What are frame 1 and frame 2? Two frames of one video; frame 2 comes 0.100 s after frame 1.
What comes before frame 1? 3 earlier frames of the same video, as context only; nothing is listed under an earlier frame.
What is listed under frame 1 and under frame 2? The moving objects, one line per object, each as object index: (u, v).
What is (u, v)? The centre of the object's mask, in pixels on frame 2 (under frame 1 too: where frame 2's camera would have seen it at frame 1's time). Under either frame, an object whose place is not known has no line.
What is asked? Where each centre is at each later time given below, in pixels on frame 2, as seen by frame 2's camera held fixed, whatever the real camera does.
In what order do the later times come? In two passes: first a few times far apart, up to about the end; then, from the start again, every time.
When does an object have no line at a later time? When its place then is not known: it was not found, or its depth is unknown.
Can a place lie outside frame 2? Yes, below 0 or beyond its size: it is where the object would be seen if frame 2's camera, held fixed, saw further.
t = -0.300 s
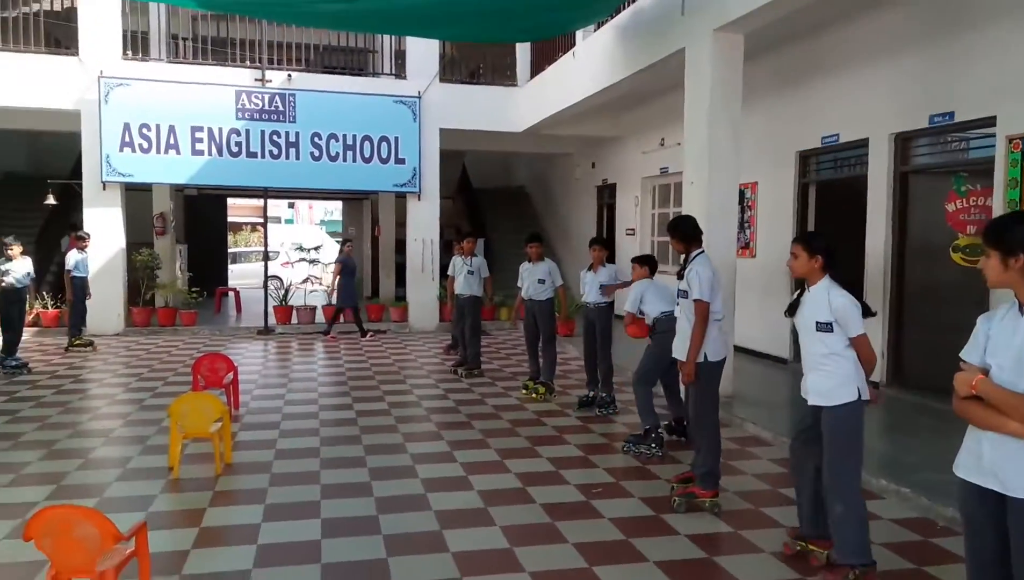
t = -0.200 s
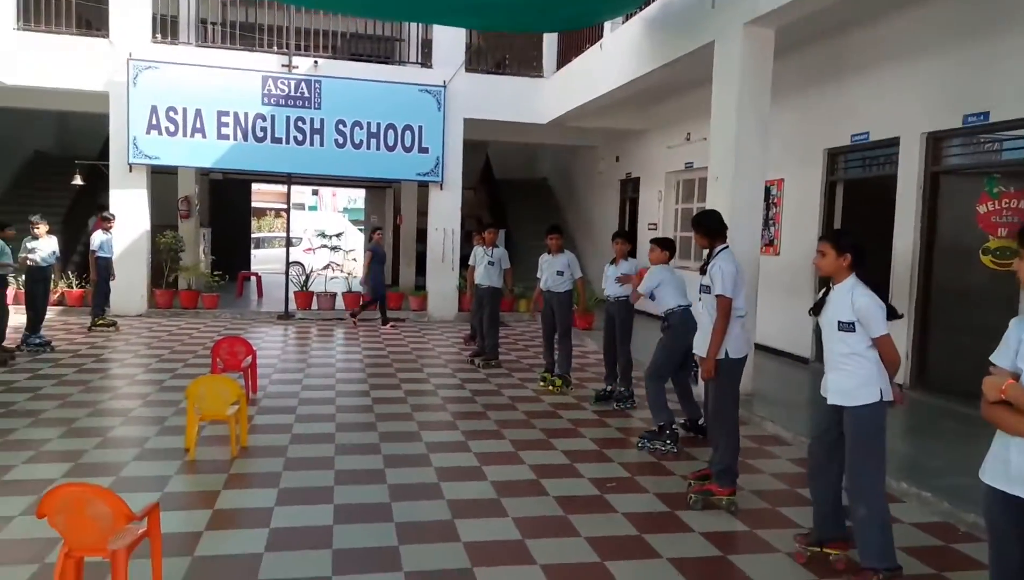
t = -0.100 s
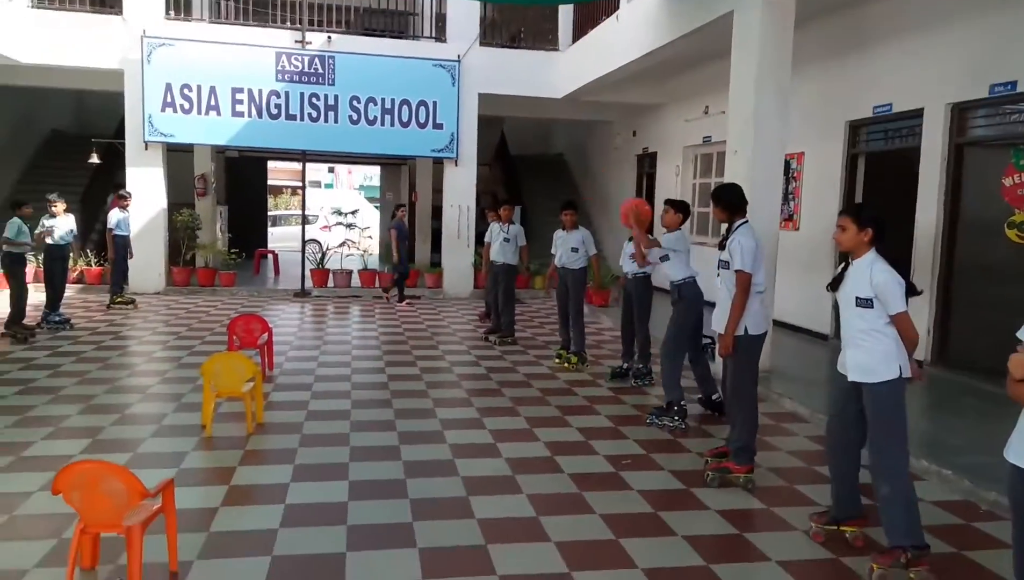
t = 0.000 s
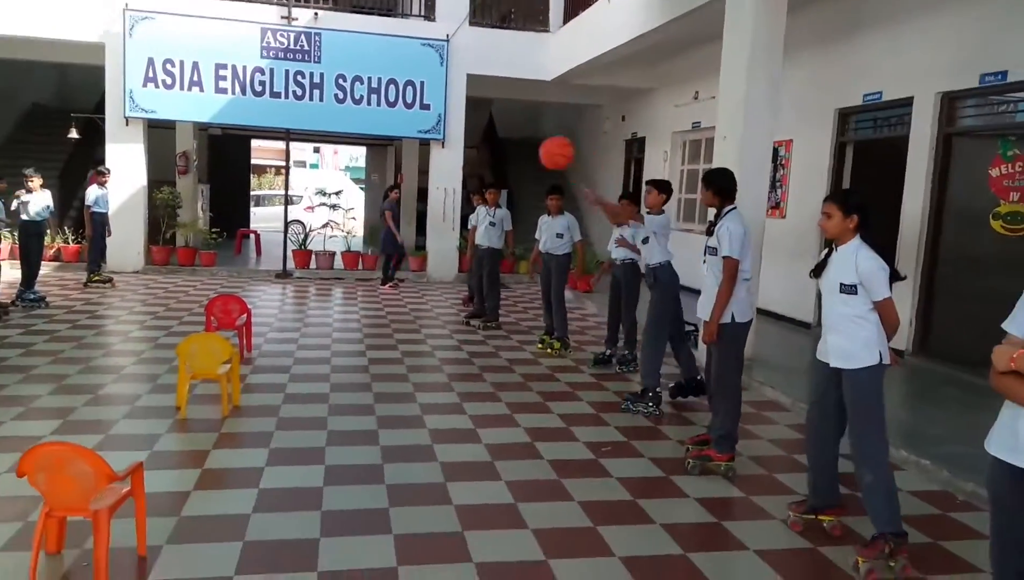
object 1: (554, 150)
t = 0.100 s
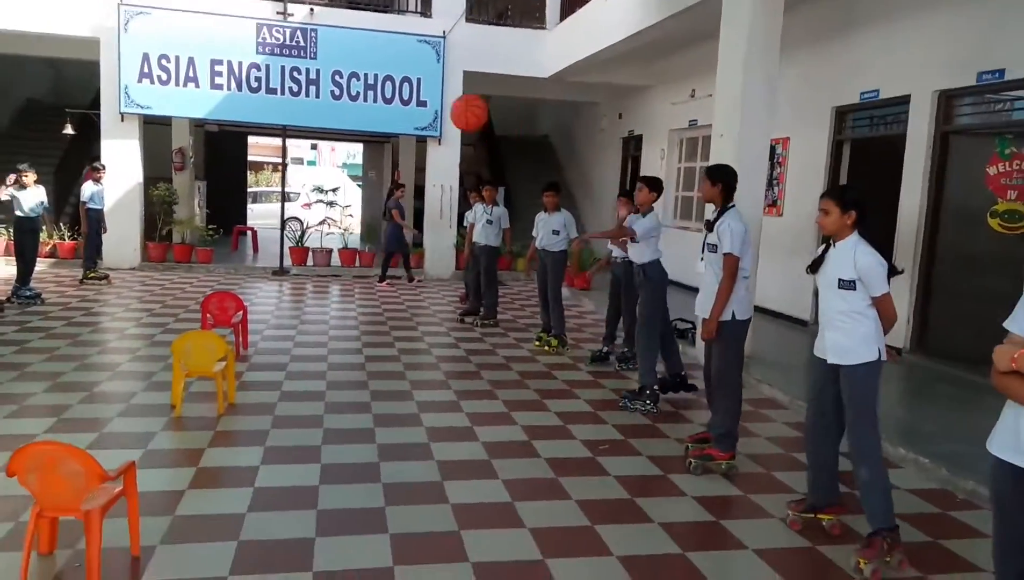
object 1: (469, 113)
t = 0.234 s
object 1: (334, 79)
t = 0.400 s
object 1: (115, 76)
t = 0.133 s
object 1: (438, 103)
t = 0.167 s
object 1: (405, 94)
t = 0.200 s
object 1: (371, 86)
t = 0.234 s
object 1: (334, 79)
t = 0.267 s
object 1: (294, 75)
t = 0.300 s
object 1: (253, 72)
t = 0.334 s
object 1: (210, 71)
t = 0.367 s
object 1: (163, 73)
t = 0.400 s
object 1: (115, 76)
